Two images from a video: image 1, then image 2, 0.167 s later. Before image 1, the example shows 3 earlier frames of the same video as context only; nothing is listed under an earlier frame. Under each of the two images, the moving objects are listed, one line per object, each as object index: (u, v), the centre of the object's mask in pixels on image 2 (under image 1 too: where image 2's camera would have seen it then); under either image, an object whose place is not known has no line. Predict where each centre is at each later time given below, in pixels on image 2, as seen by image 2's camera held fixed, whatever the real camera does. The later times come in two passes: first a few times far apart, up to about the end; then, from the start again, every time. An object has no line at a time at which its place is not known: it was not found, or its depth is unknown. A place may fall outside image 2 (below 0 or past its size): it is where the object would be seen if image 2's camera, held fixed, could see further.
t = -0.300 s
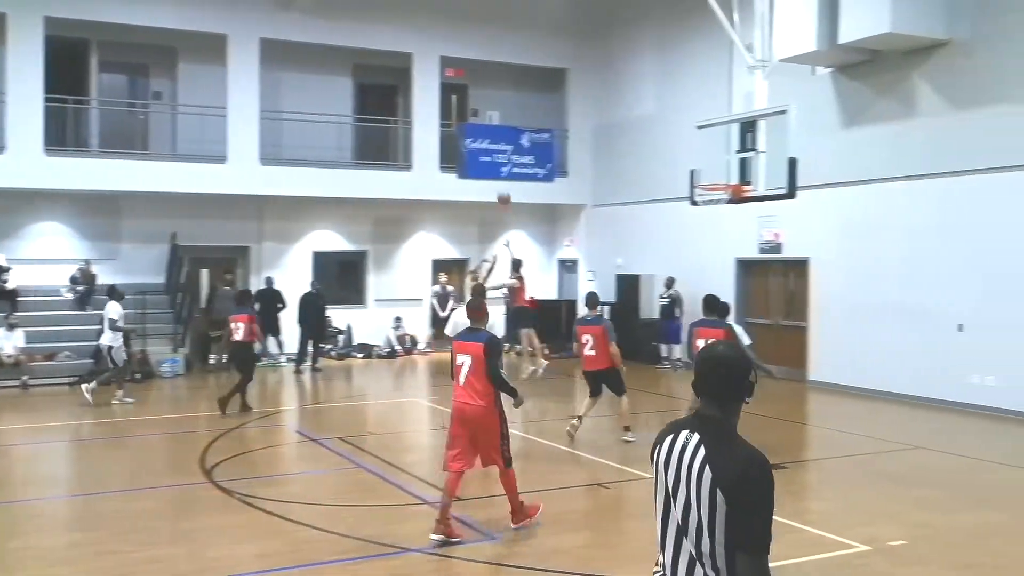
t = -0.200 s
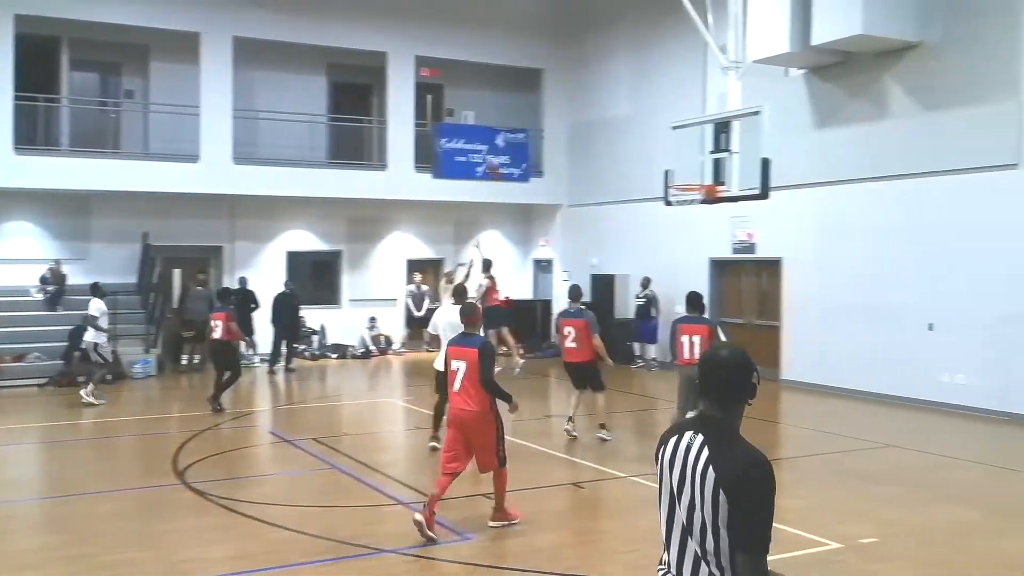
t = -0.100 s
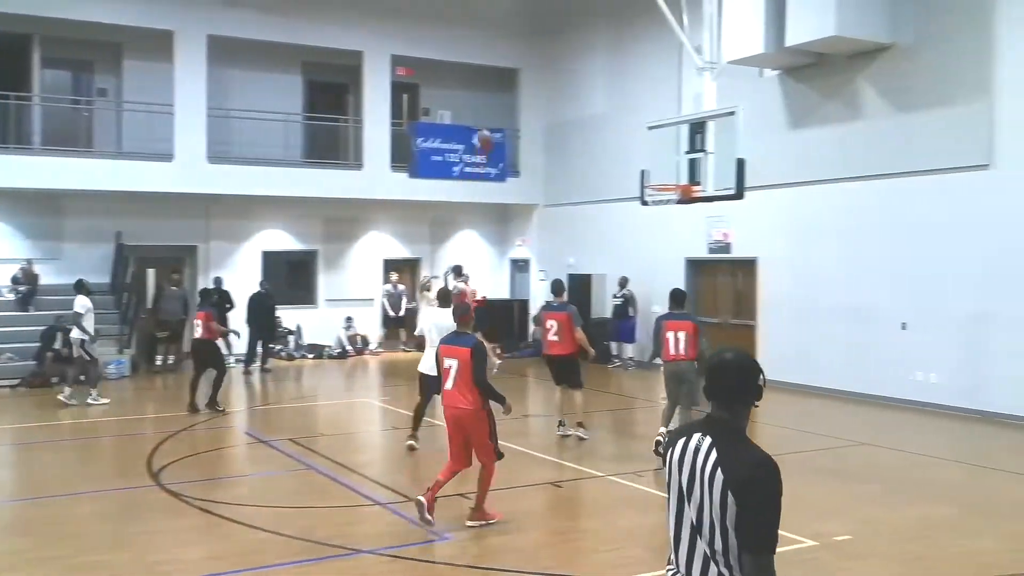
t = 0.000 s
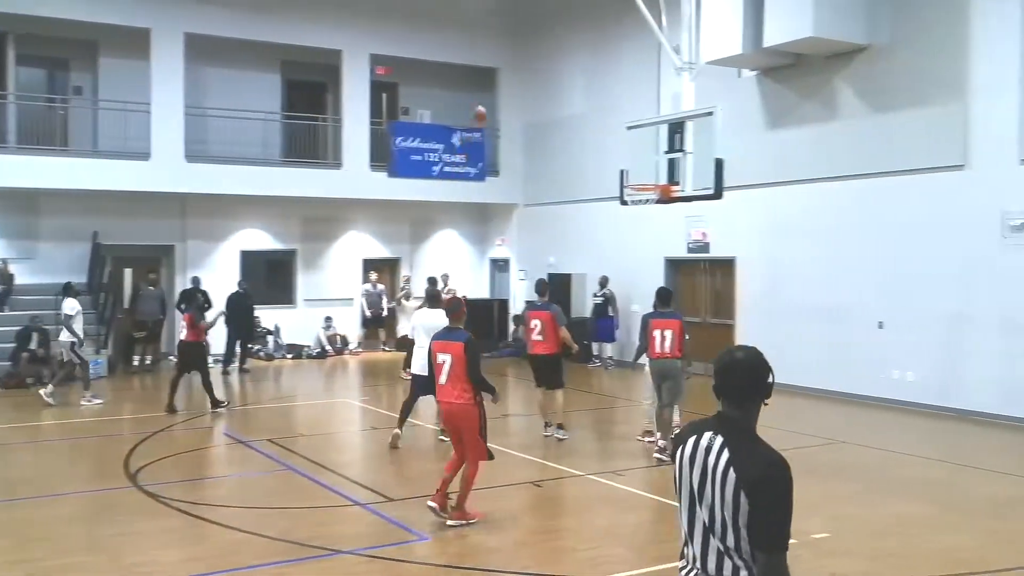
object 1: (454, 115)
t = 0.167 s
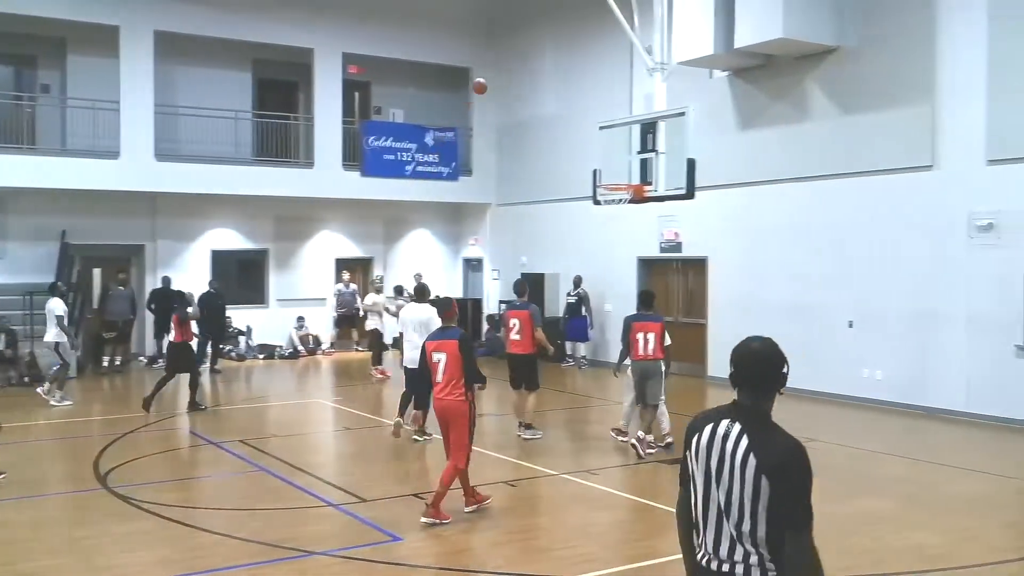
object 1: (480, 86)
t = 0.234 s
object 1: (490, 79)
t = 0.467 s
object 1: (532, 79)
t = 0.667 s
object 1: (573, 110)
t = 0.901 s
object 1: (620, 187)
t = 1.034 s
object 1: (606, 213)
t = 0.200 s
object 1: (485, 82)
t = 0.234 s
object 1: (490, 79)
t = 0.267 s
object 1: (495, 77)
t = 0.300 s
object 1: (501, 76)
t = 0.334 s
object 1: (507, 75)
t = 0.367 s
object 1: (513, 75)
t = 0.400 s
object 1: (519, 75)
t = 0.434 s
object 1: (525, 77)
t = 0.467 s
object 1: (532, 79)
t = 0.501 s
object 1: (539, 82)
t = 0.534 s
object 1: (546, 86)
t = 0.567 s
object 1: (552, 90)
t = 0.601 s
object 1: (559, 96)
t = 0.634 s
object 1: (566, 102)
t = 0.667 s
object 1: (573, 110)
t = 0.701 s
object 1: (580, 119)
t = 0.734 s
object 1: (587, 127)
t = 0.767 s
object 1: (594, 138)
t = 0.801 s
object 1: (602, 149)
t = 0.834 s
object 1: (609, 162)
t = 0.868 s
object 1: (617, 175)
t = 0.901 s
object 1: (620, 187)
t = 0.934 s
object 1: (620, 199)
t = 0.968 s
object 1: (616, 206)
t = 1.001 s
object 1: (611, 209)
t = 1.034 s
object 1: (606, 213)
